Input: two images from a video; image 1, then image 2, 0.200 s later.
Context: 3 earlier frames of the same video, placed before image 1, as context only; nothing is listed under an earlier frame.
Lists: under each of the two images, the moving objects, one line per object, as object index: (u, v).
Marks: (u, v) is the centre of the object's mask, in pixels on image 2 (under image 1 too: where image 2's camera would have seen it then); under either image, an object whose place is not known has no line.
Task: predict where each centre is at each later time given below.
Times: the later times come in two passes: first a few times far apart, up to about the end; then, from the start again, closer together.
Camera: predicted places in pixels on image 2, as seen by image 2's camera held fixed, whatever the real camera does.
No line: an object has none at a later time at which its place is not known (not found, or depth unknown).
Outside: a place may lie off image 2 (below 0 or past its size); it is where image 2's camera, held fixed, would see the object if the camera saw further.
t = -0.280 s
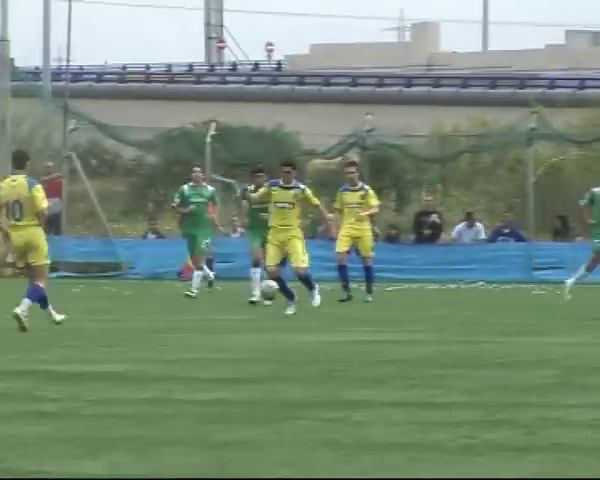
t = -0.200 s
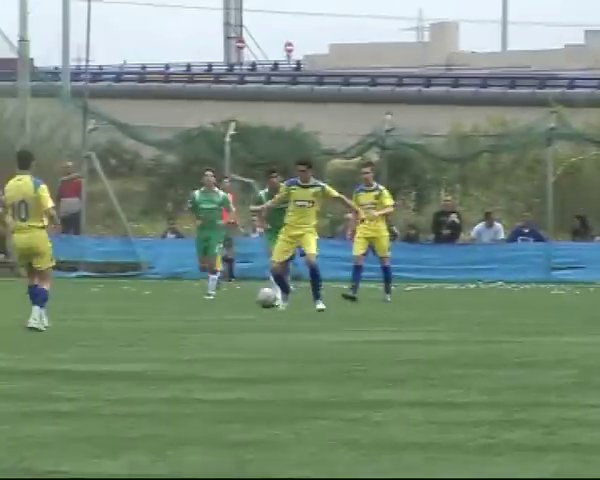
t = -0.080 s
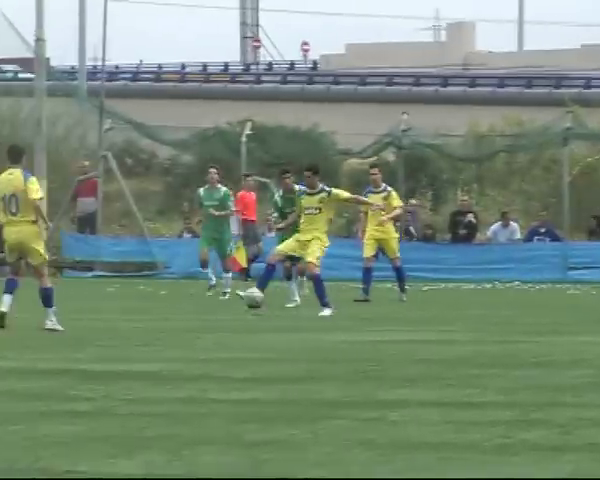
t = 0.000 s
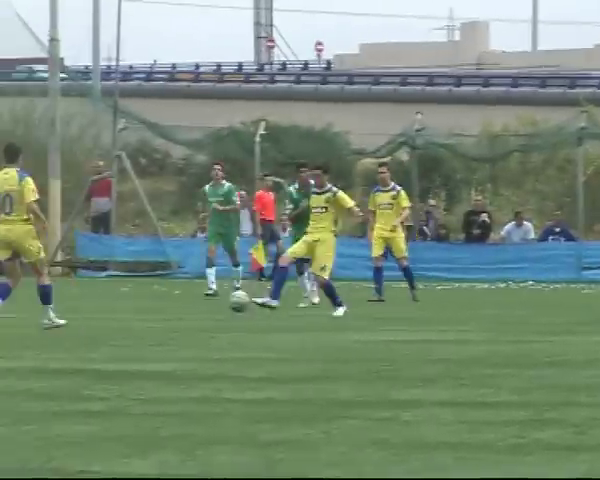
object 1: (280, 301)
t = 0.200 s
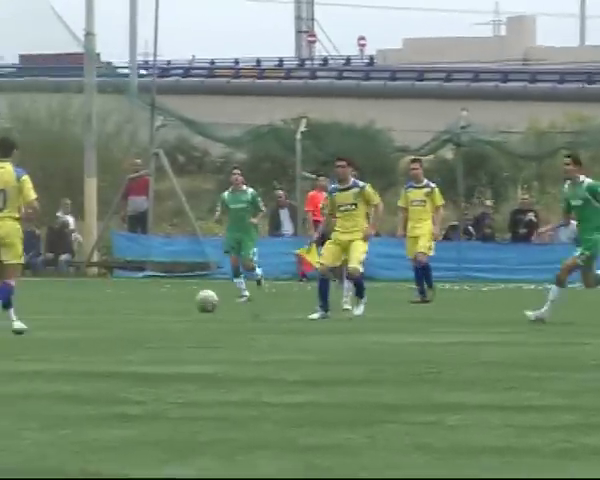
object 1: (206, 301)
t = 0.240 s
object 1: (192, 303)
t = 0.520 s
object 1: (90, 306)
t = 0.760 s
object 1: (6, 317)
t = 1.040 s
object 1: (-91, 318)
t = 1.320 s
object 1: (-199, 330)
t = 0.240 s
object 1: (192, 303)
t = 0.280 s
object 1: (176, 306)
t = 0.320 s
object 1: (162, 311)
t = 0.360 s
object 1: (146, 317)
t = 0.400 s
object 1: (132, 313)
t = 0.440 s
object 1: (119, 308)
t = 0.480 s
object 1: (104, 305)
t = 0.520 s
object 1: (90, 306)
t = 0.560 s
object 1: (76, 307)
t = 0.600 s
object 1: (60, 311)
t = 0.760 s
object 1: (6, 317)
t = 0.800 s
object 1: (-8, 316)
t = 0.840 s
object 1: (-21, 317)
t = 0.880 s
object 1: (-34, 321)
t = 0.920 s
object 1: (-48, 326)
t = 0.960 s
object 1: (-62, 324)
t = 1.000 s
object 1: (-76, 320)
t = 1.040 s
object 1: (-91, 318)
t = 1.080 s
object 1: (-106, 318)
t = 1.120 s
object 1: (-121, 320)
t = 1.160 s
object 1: (-136, 325)
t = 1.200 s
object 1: (-152, 331)
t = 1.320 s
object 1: (-199, 330)
